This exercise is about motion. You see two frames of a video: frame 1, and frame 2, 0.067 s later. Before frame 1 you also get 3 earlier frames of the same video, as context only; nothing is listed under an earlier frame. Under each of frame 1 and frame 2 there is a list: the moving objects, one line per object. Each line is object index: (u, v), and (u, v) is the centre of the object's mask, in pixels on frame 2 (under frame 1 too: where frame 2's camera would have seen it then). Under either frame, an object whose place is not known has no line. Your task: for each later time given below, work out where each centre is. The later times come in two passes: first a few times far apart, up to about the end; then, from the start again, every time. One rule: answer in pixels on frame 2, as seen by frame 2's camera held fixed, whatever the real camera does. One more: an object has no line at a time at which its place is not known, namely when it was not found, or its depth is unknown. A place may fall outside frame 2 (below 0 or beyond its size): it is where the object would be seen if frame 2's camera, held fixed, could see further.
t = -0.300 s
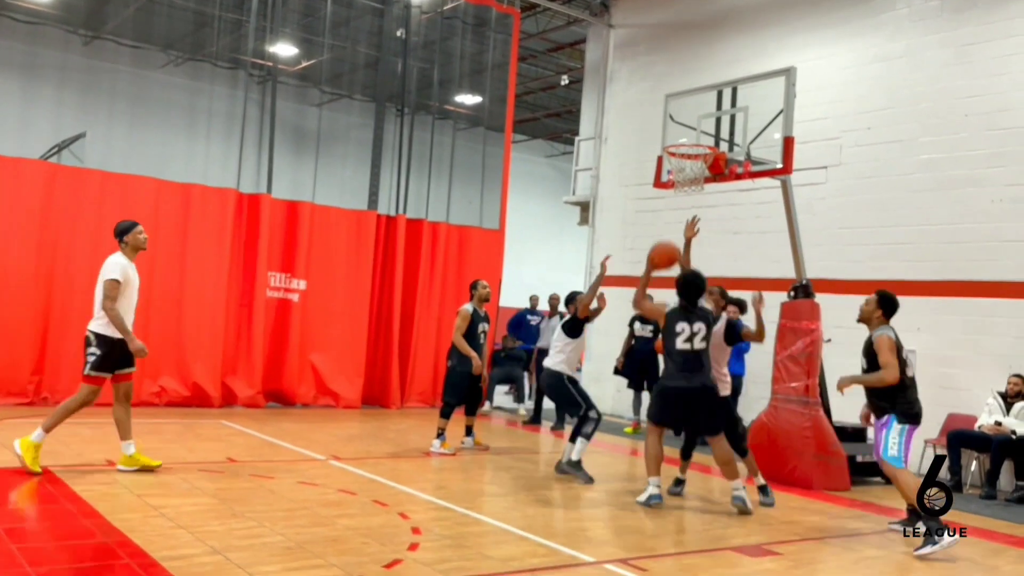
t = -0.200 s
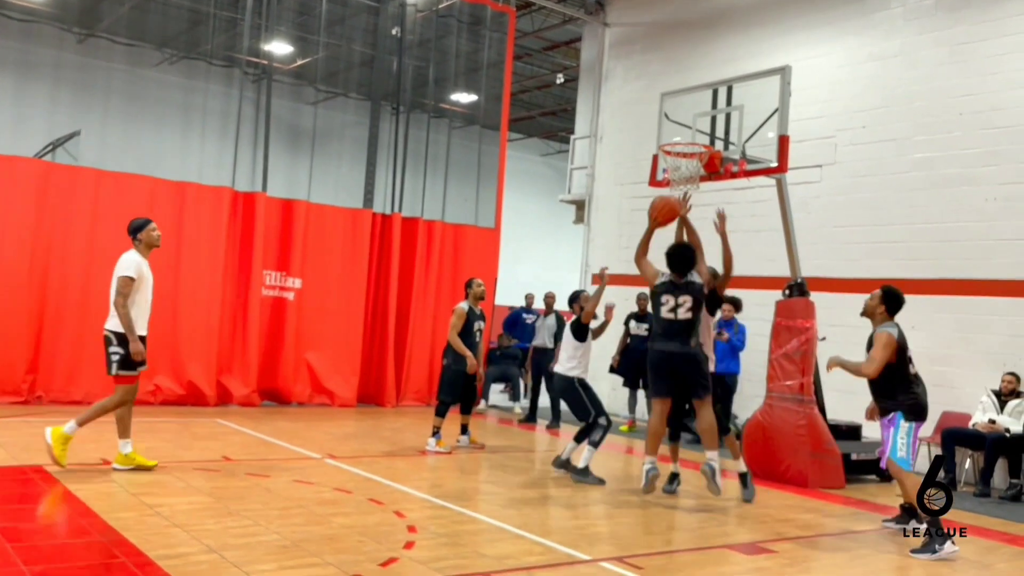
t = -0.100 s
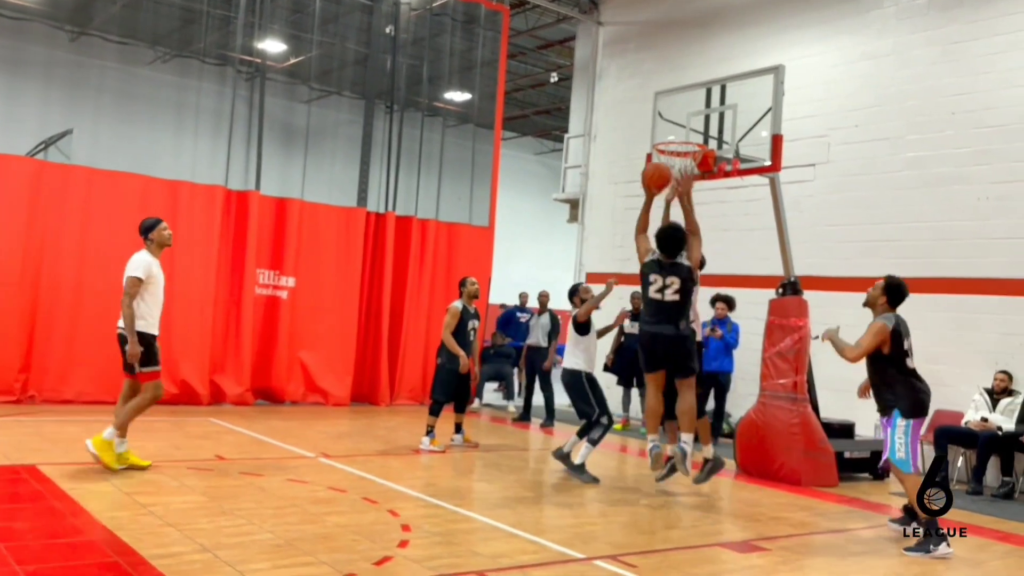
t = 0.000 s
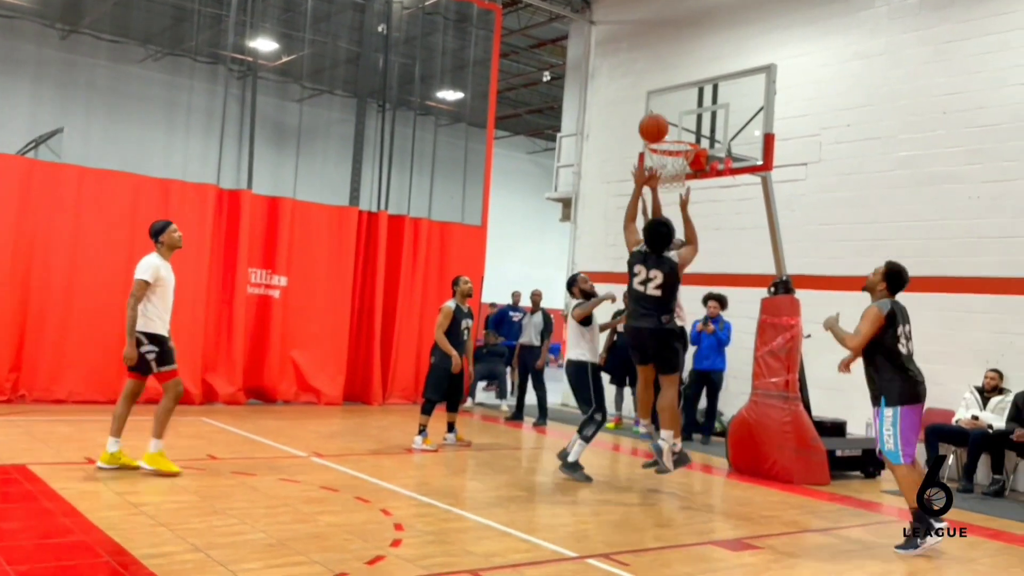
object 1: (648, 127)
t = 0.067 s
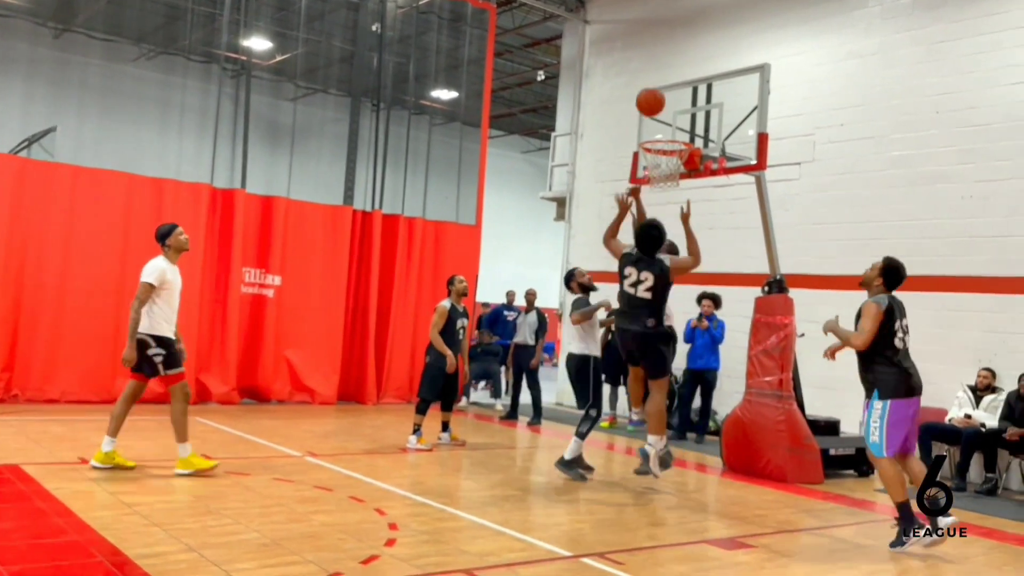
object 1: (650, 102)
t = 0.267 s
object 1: (656, 59)
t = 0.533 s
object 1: (659, 76)
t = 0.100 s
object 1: (652, 91)
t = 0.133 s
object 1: (653, 82)
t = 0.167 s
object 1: (654, 74)
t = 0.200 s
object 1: (655, 67)
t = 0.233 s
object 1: (656, 62)
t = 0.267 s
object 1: (656, 59)
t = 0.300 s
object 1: (657, 56)
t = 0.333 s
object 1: (658, 56)
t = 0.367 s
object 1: (658, 56)
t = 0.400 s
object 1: (658, 57)
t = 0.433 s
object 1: (659, 60)
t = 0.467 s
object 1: (659, 64)
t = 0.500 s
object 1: (658, 70)
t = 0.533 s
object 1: (659, 76)
